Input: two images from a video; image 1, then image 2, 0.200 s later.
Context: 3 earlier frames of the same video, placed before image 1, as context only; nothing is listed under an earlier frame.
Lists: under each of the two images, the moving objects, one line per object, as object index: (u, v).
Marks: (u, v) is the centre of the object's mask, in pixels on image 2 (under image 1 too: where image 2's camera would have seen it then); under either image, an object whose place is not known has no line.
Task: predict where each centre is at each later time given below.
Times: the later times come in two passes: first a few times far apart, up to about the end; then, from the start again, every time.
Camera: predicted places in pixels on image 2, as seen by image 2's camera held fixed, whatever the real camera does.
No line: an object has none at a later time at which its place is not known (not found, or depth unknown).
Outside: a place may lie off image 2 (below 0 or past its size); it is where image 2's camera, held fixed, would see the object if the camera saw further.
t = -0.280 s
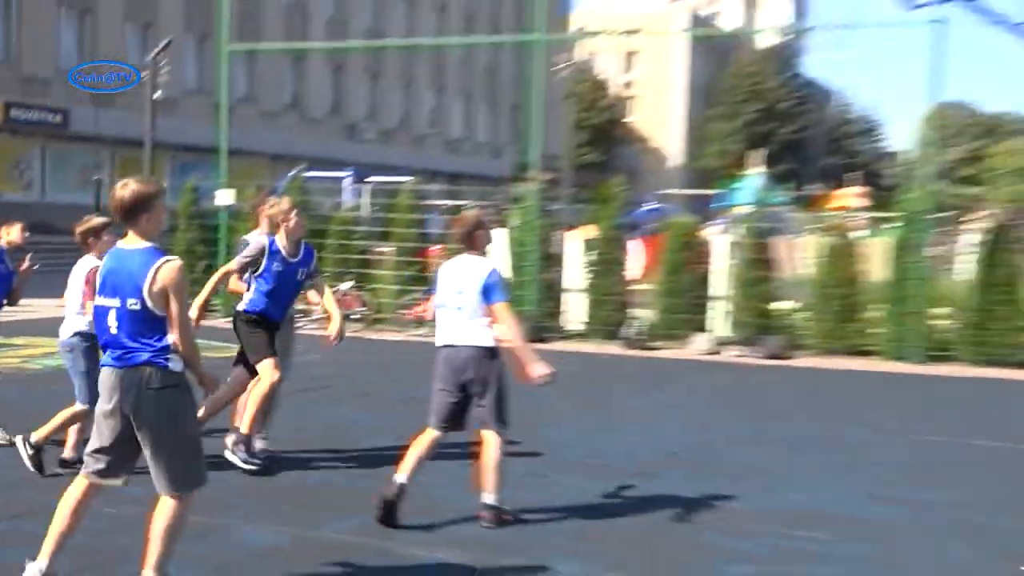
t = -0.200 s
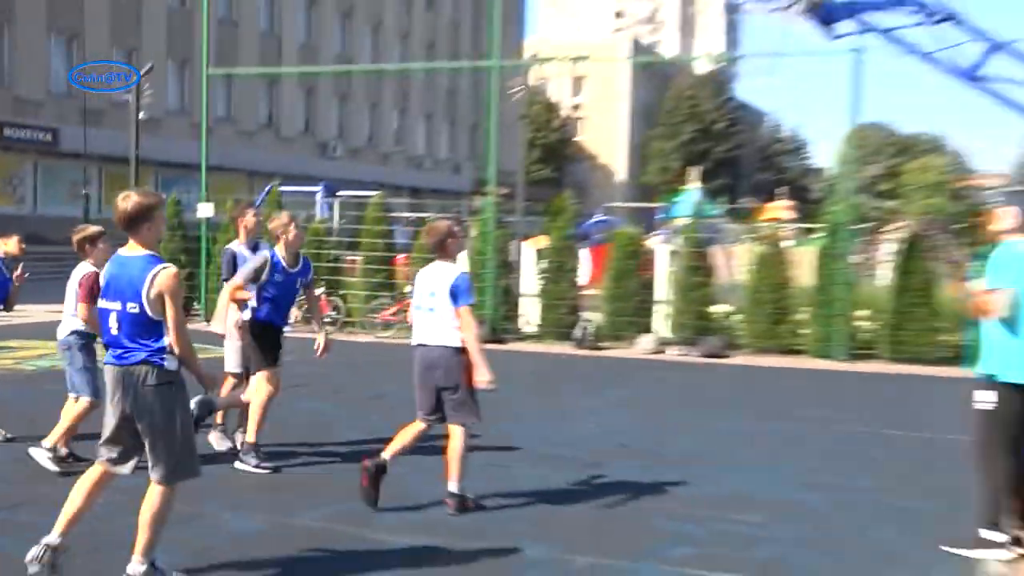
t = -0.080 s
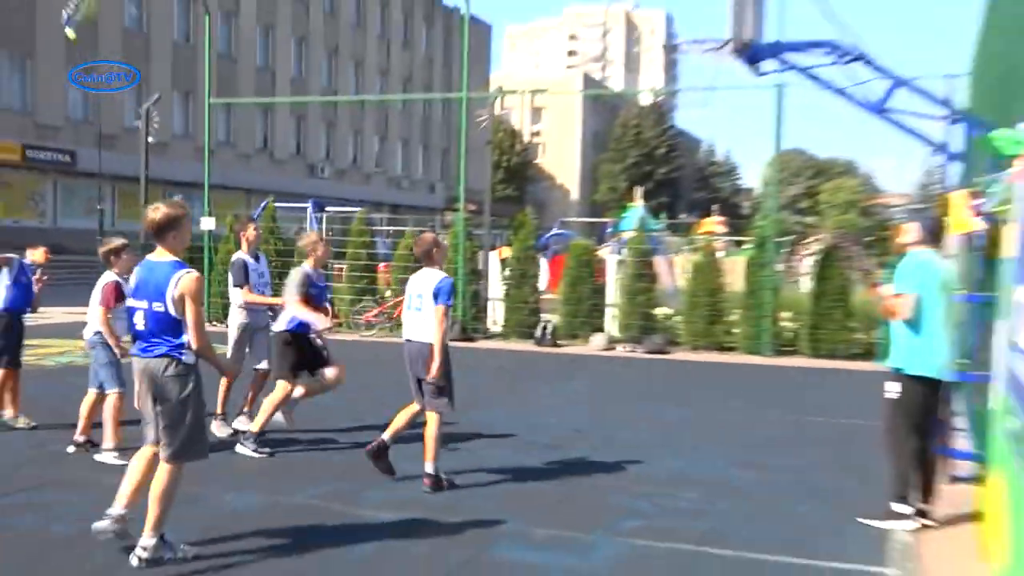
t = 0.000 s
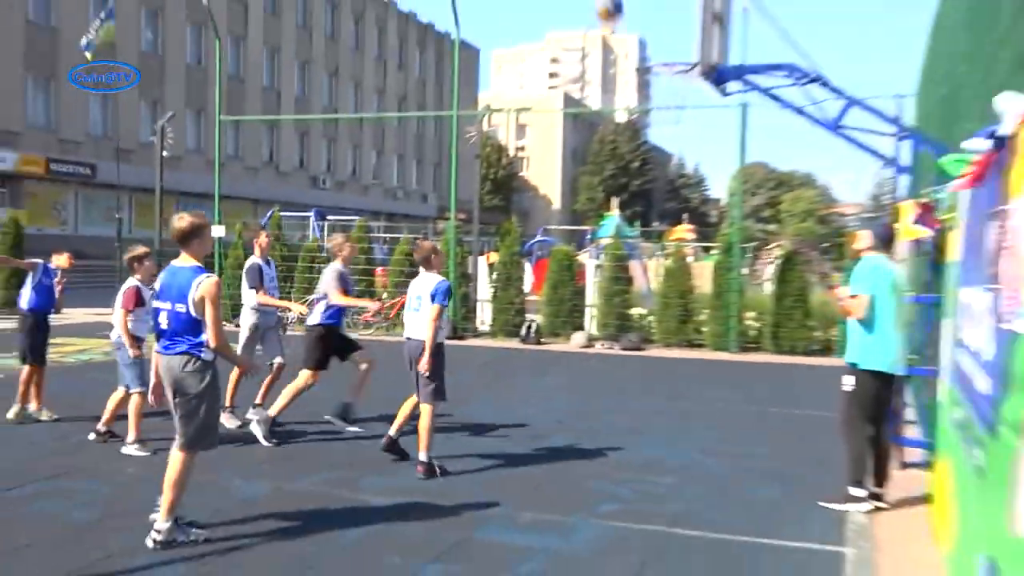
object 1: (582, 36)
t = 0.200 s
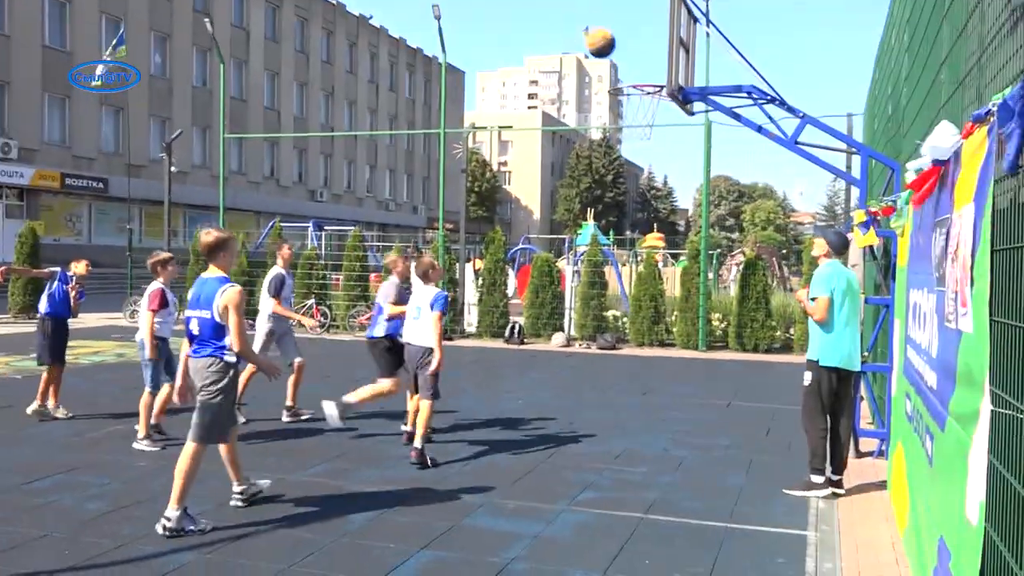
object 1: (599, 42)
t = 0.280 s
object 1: (588, 27)
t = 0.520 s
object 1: (545, 25)
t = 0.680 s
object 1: (509, 76)
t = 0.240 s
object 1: (594, 35)
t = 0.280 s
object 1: (588, 27)
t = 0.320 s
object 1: (582, 21)
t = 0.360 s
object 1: (576, 18)
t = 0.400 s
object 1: (568, 16)
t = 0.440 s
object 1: (561, 17)
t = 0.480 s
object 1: (553, 19)
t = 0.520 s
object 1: (545, 25)
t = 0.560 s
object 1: (536, 33)
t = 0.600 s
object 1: (527, 43)
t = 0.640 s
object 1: (517, 58)
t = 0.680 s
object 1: (509, 76)
